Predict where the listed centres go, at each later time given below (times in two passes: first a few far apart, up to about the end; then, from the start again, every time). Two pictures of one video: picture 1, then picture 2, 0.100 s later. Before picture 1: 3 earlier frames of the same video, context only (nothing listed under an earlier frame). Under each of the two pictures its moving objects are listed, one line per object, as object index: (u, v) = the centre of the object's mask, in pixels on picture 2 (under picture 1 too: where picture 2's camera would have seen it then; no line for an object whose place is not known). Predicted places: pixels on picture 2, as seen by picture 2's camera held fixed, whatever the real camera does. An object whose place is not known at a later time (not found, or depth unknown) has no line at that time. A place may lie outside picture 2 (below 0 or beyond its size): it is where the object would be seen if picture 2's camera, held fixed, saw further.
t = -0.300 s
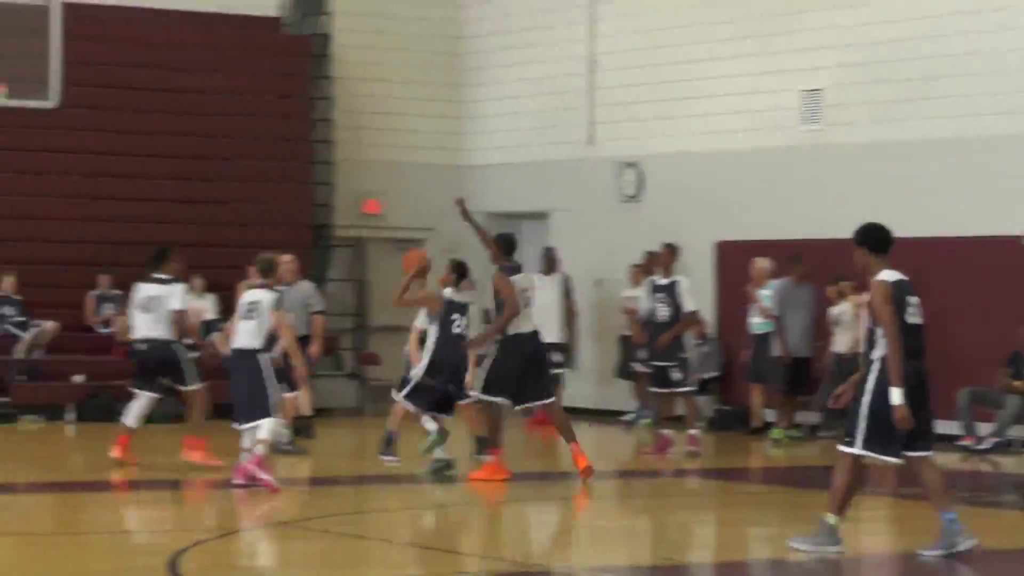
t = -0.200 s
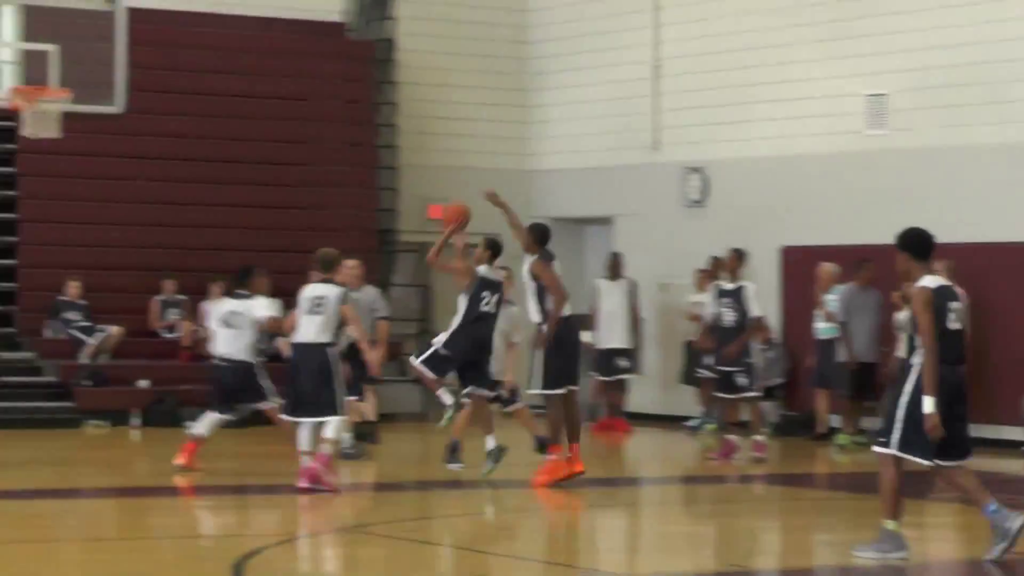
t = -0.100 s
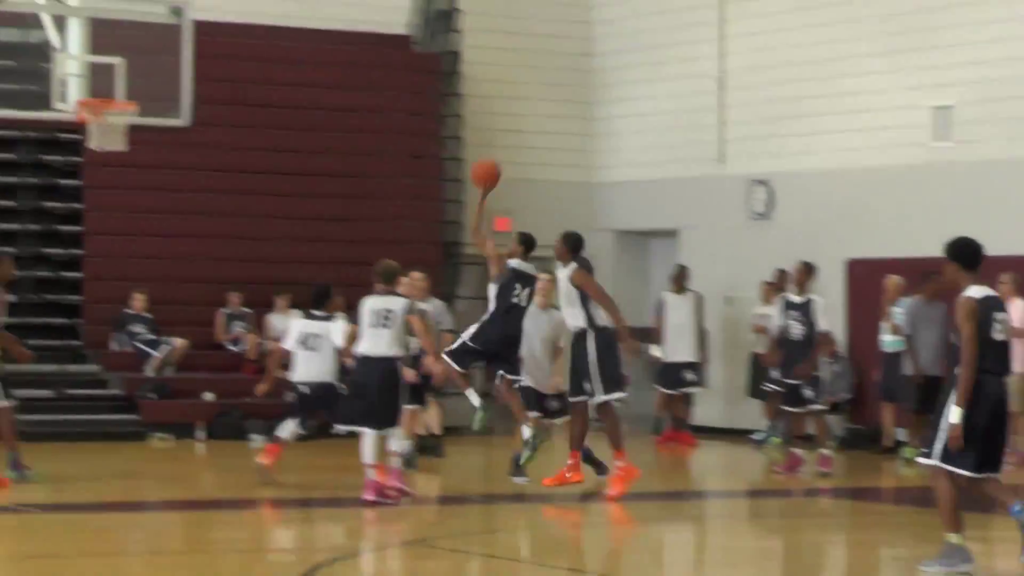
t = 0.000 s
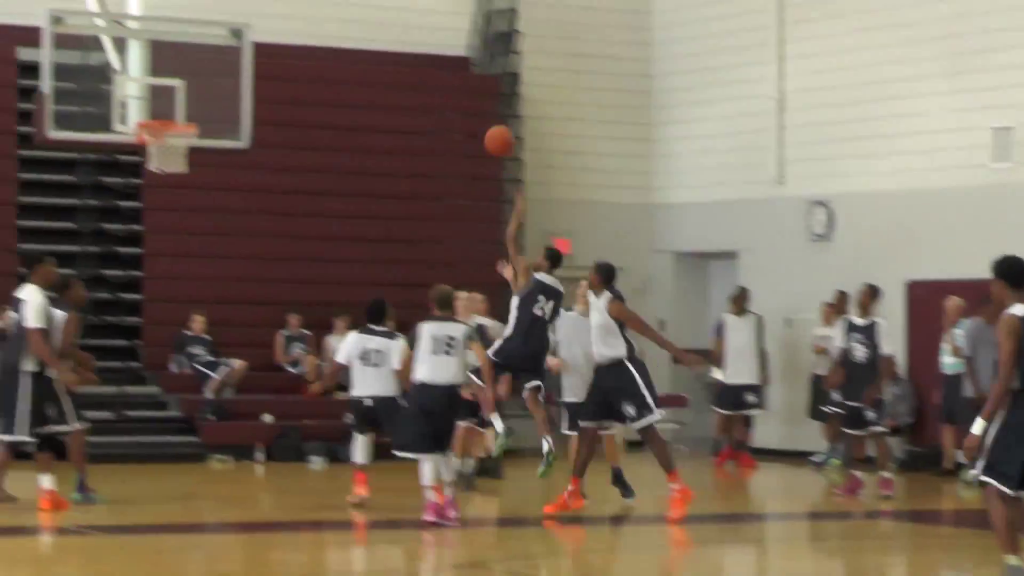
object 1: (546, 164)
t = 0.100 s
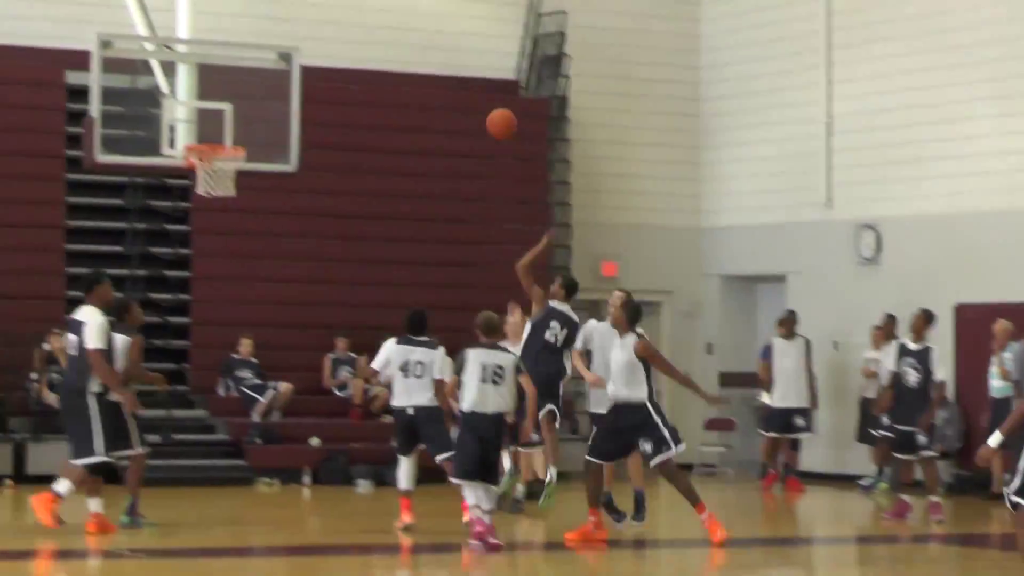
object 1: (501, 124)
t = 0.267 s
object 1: (427, 85)
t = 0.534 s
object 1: (311, 89)
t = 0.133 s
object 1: (487, 113)
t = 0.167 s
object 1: (472, 104)
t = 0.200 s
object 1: (457, 96)
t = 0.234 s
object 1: (442, 90)
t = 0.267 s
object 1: (427, 85)
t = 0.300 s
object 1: (412, 80)
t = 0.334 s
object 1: (398, 77)
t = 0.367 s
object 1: (383, 76)
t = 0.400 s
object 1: (368, 75)
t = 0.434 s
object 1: (354, 77)
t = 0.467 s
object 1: (339, 80)
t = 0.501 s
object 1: (324, 83)
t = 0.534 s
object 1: (311, 89)
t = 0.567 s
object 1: (295, 95)
